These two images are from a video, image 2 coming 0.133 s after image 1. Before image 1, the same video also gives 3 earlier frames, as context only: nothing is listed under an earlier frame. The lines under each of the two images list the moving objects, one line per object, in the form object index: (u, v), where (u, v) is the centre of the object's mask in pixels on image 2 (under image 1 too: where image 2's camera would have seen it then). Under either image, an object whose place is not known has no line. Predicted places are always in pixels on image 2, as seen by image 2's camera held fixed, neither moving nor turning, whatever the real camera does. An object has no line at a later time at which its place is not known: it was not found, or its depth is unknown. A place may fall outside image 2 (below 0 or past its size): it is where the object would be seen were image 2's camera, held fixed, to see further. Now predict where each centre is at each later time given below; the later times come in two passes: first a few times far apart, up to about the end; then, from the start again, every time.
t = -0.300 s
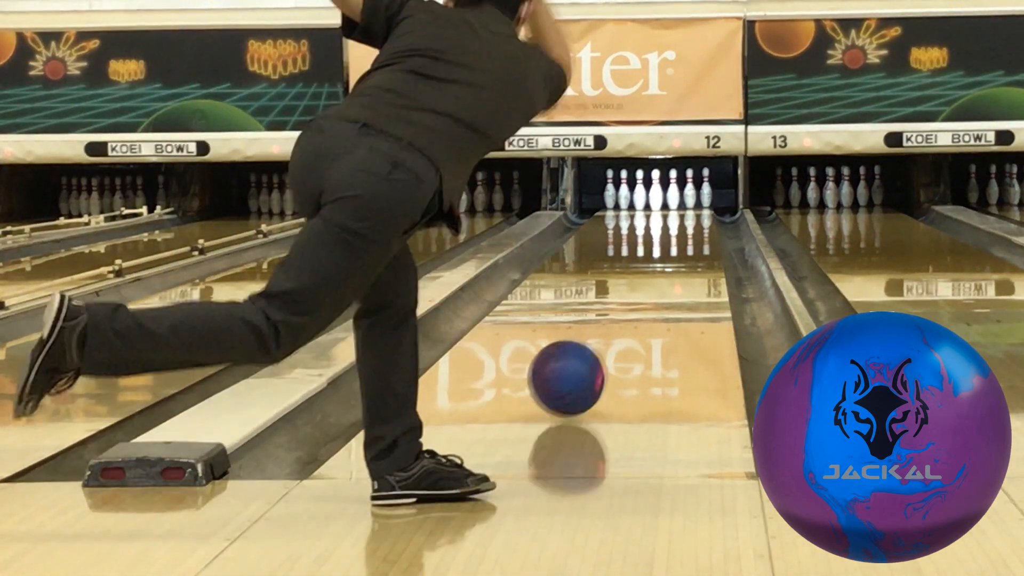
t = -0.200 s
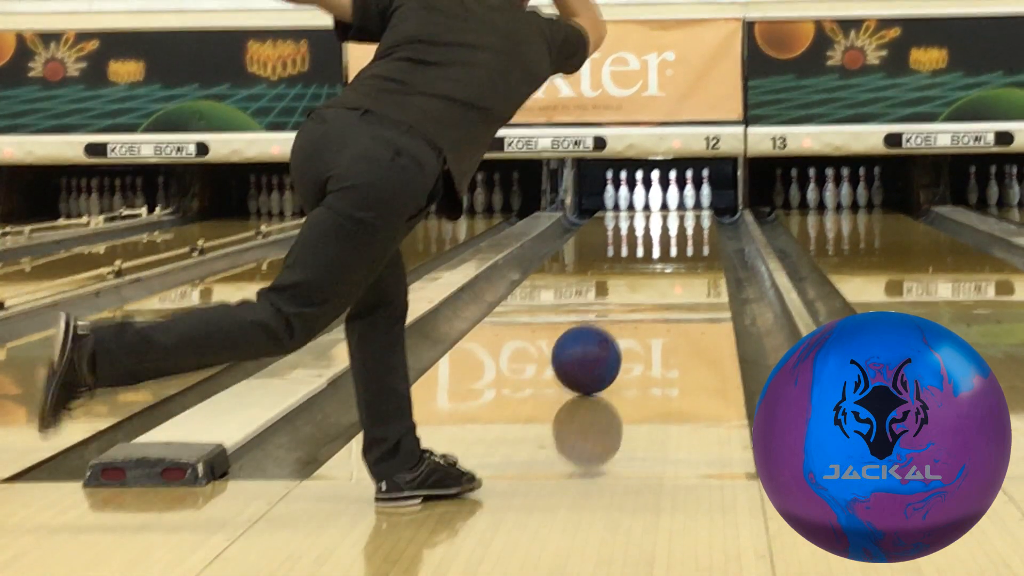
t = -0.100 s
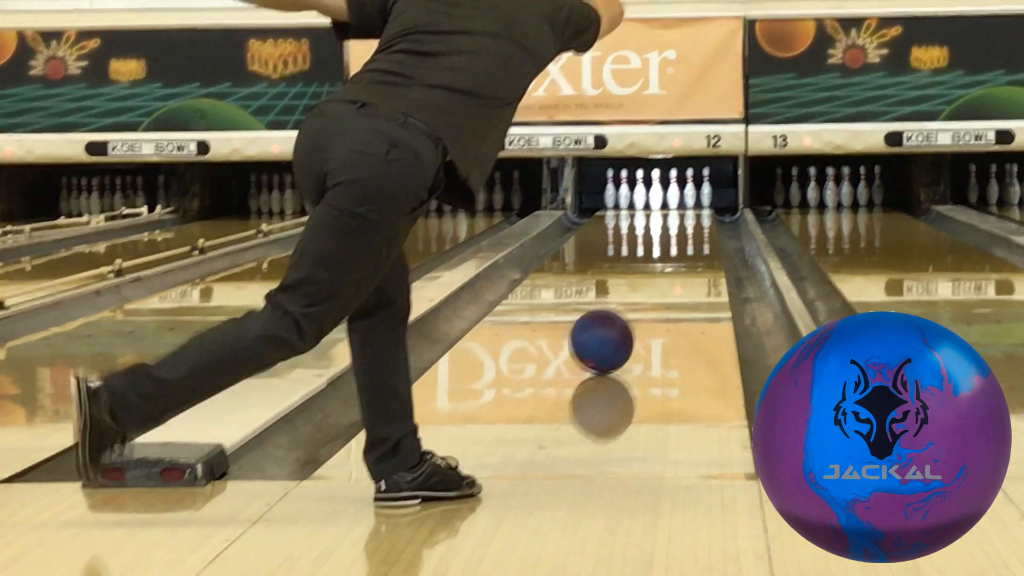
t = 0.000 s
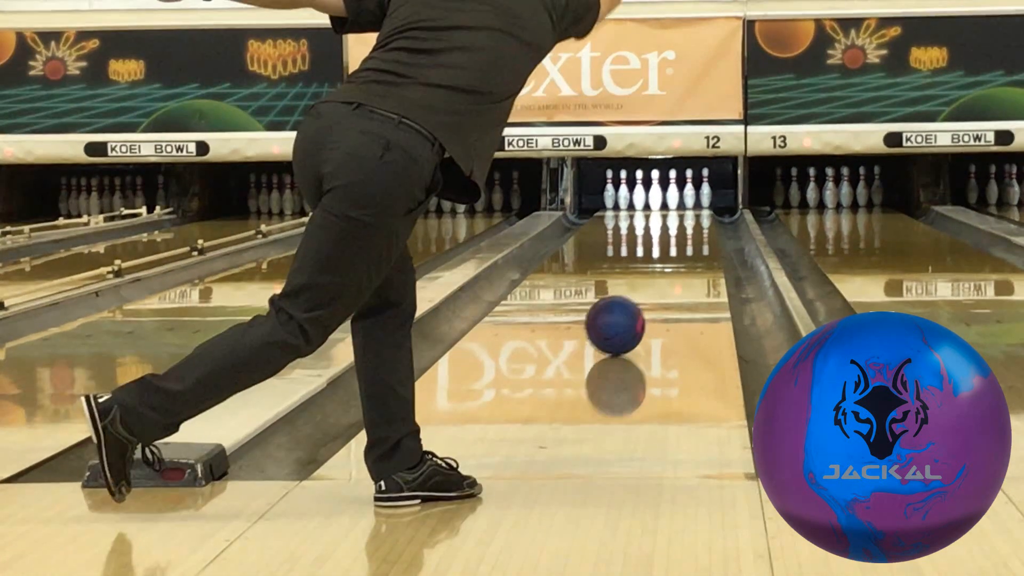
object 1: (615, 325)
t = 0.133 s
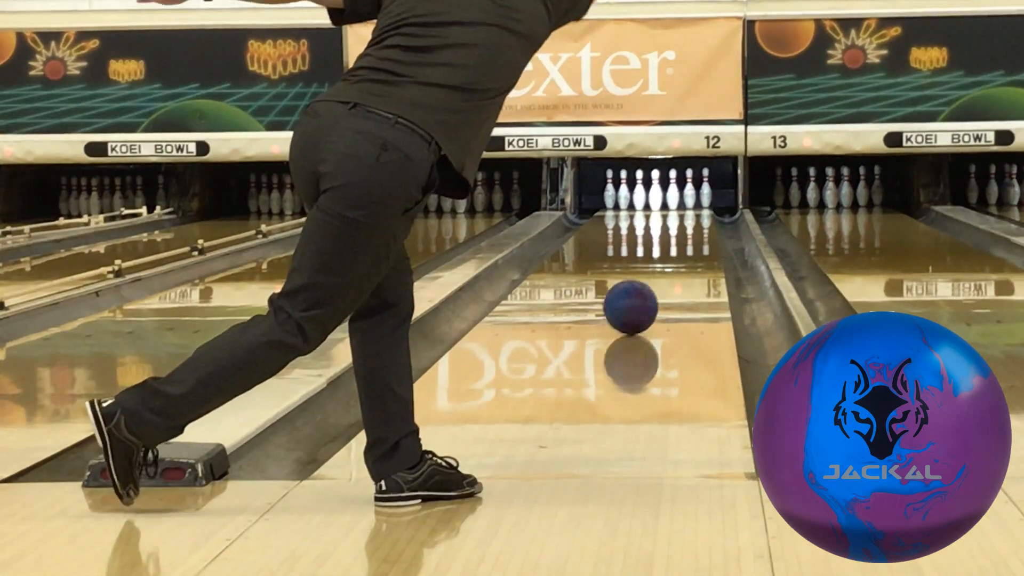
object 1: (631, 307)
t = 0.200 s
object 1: (637, 299)
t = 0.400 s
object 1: (654, 280)
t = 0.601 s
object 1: (666, 263)
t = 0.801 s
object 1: (677, 250)
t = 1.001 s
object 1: (684, 240)
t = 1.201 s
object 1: (689, 231)
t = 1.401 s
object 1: (691, 224)
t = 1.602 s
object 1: (690, 218)
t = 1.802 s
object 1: (687, 212)
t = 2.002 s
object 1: (681, 207)
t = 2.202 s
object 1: (673, 203)
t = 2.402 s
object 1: (665, 200)
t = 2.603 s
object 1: (664, 198)
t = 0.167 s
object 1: (634, 303)
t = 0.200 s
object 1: (637, 299)
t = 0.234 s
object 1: (640, 296)
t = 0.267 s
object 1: (643, 292)
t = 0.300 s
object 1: (646, 289)
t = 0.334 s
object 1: (649, 286)
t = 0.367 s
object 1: (651, 283)
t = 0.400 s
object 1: (654, 280)
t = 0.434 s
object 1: (656, 277)
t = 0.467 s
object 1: (658, 274)
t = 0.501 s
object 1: (660, 271)
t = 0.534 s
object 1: (662, 268)
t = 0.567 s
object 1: (665, 266)
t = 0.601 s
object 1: (666, 263)
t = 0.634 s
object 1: (669, 261)
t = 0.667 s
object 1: (670, 258)
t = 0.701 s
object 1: (672, 256)
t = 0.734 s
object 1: (674, 254)
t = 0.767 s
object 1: (675, 252)
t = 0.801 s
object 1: (677, 250)
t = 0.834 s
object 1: (679, 248)
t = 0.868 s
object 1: (680, 246)
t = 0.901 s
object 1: (681, 245)
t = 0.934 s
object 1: (682, 243)
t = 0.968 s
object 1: (683, 241)
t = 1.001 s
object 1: (684, 240)
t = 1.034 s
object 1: (685, 238)
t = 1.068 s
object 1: (686, 237)
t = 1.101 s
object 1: (686, 236)
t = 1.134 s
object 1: (687, 234)
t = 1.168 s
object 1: (688, 232)
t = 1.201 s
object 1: (689, 231)
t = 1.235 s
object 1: (689, 230)
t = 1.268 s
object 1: (690, 229)
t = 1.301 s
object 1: (690, 228)
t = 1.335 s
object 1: (691, 226)
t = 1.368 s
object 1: (691, 225)
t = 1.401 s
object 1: (691, 224)
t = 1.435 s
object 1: (691, 223)
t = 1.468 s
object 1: (691, 222)
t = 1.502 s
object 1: (691, 221)
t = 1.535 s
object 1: (691, 220)
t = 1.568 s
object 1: (691, 219)
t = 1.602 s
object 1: (690, 218)
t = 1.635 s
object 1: (690, 217)
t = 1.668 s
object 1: (690, 216)
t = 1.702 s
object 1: (689, 214)
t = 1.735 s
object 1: (689, 214)
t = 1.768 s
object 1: (688, 213)
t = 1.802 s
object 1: (687, 212)
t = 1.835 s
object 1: (686, 211)
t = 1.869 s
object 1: (685, 210)
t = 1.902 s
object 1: (684, 209)
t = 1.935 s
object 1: (683, 209)
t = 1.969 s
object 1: (682, 208)
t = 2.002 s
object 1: (681, 207)
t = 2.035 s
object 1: (679, 206)
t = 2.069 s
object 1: (678, 206)
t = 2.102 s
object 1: (676, 205)
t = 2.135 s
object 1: (675, 204)
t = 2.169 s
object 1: (674, 204)
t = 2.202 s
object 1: (673, 203)
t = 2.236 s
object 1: (671, 202)
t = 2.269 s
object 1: (670, 202)
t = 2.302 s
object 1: (669, 202)
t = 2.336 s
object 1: (667, 201)
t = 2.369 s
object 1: (667, 201)
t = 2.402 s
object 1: (665, 200)
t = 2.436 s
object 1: (664, 199)
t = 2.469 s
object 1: (664, 199)
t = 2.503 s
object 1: (665, 199)
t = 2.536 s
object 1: (665, 199)
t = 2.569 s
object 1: (665, 199)
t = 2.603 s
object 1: (664, 198)
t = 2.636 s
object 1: (664, 198)
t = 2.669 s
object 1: (665, 198)
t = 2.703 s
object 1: (665, 198)
